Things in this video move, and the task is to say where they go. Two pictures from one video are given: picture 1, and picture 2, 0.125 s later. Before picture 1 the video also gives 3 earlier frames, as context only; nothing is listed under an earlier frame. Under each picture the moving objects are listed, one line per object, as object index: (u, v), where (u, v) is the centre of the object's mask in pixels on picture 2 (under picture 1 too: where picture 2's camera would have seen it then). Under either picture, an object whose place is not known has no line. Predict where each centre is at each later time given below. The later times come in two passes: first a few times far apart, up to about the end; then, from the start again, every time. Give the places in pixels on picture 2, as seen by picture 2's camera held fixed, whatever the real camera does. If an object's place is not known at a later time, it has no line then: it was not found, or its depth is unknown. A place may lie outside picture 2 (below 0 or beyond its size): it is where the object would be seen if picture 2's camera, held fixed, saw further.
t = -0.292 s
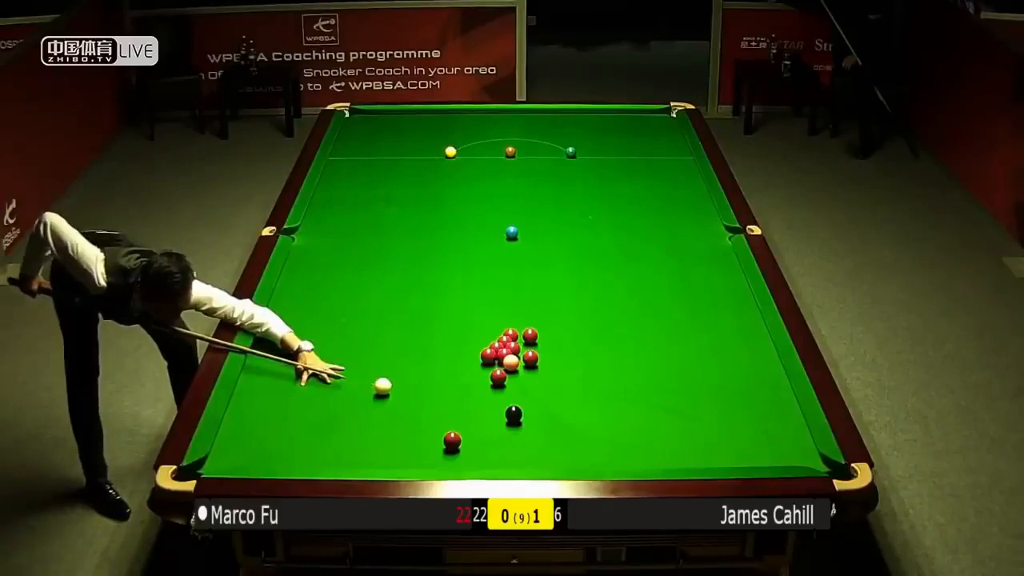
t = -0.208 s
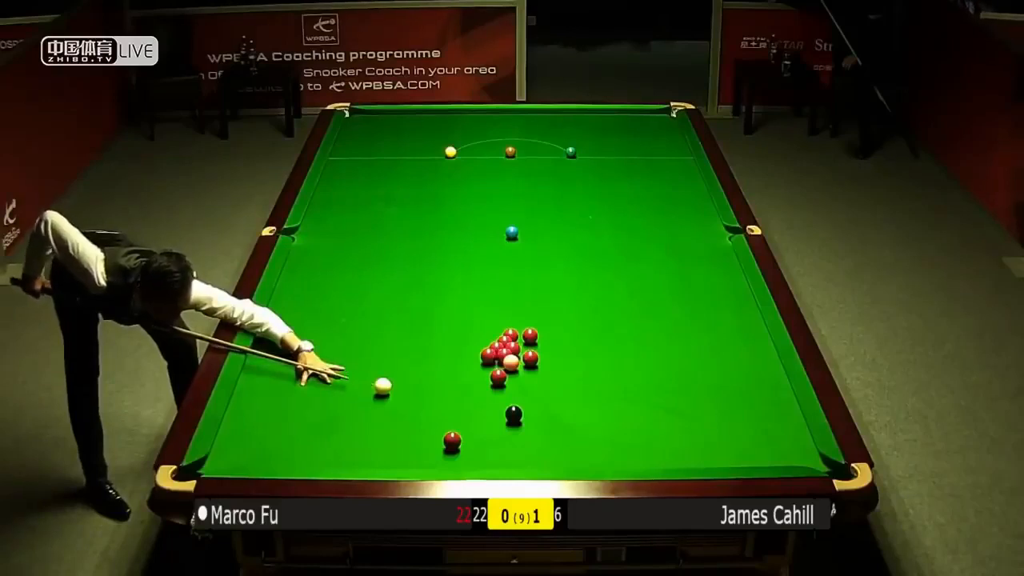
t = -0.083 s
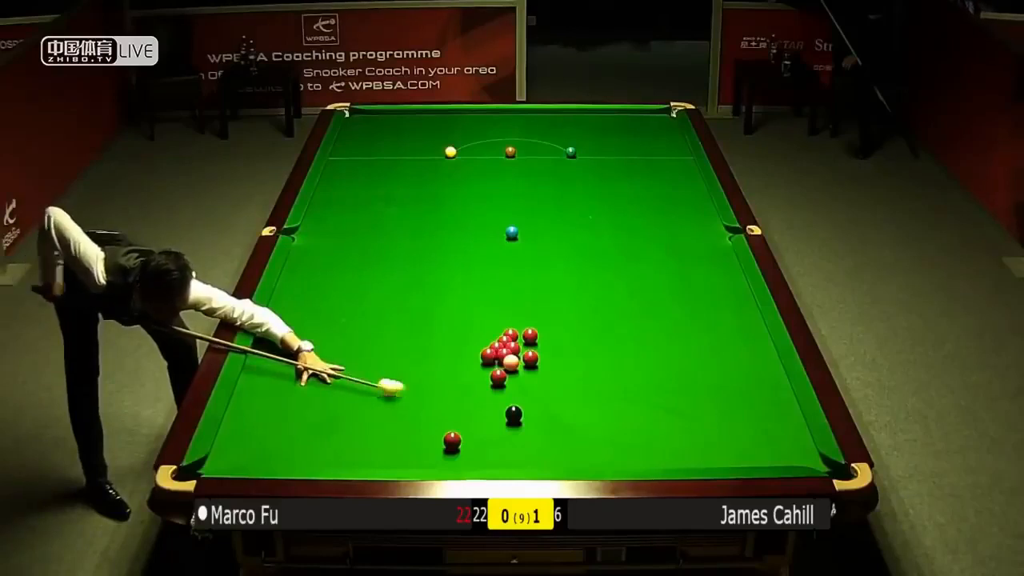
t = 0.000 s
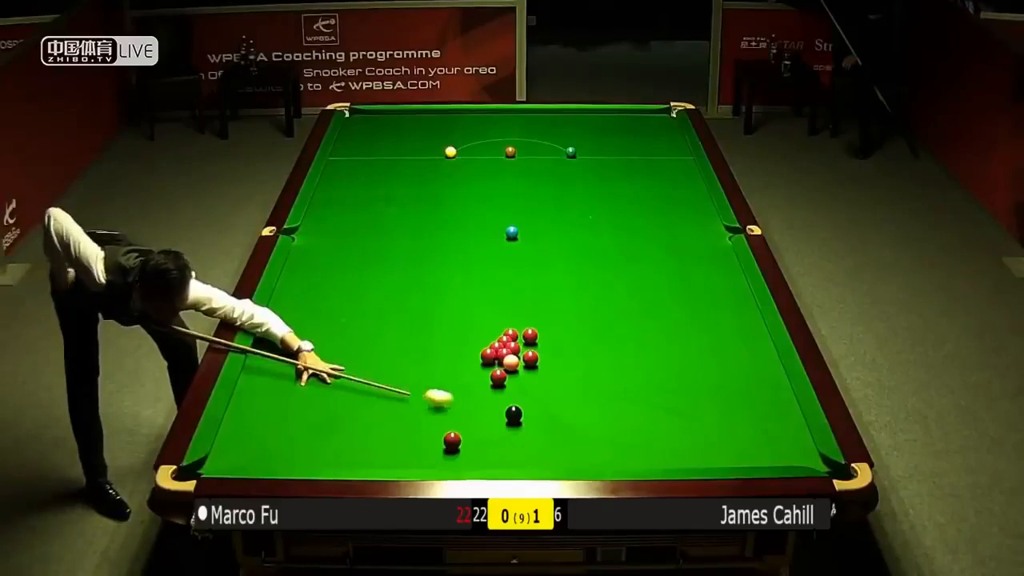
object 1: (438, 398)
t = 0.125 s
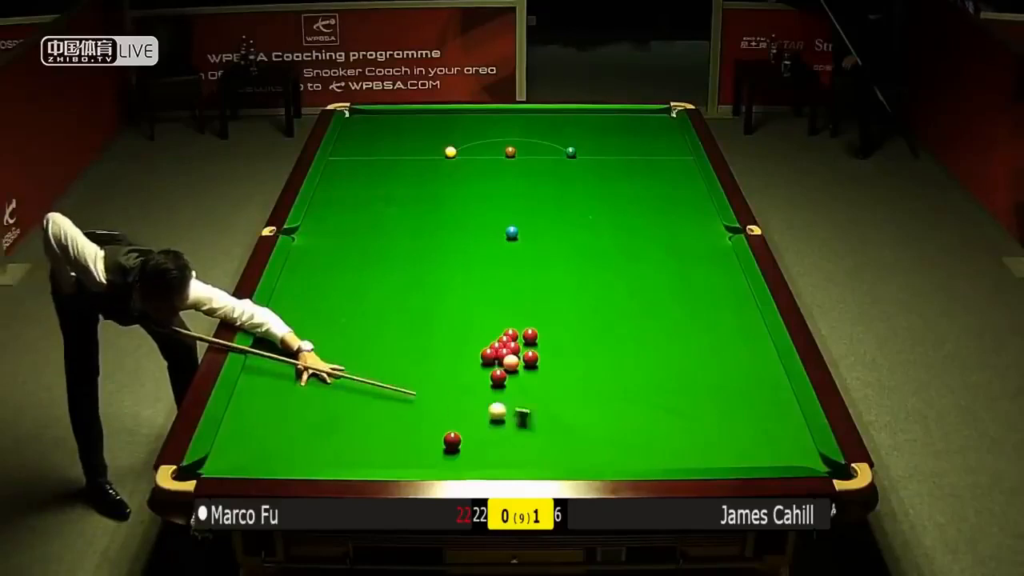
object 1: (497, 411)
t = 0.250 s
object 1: (500, 413)
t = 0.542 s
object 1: (507, 419)
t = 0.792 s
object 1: (511, 422)
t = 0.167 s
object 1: (498, 412)
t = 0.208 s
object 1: (499, 412)
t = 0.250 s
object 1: (500, 413)
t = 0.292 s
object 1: (501, 414)
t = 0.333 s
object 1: (502, 415)
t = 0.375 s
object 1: (504, 416)
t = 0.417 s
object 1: (505, 417)
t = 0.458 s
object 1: (505, 417)
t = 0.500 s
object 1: (506, 418)
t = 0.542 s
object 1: (507, 419)
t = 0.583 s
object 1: (508, 419)
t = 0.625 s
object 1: (509, 420)
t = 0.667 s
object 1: (509, 420)
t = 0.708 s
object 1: (510, 421)
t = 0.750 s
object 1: (511, 421)
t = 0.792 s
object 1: (511, 422)
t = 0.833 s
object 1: (512, 422)
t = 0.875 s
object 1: (513, 423)
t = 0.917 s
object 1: (513, 423)
